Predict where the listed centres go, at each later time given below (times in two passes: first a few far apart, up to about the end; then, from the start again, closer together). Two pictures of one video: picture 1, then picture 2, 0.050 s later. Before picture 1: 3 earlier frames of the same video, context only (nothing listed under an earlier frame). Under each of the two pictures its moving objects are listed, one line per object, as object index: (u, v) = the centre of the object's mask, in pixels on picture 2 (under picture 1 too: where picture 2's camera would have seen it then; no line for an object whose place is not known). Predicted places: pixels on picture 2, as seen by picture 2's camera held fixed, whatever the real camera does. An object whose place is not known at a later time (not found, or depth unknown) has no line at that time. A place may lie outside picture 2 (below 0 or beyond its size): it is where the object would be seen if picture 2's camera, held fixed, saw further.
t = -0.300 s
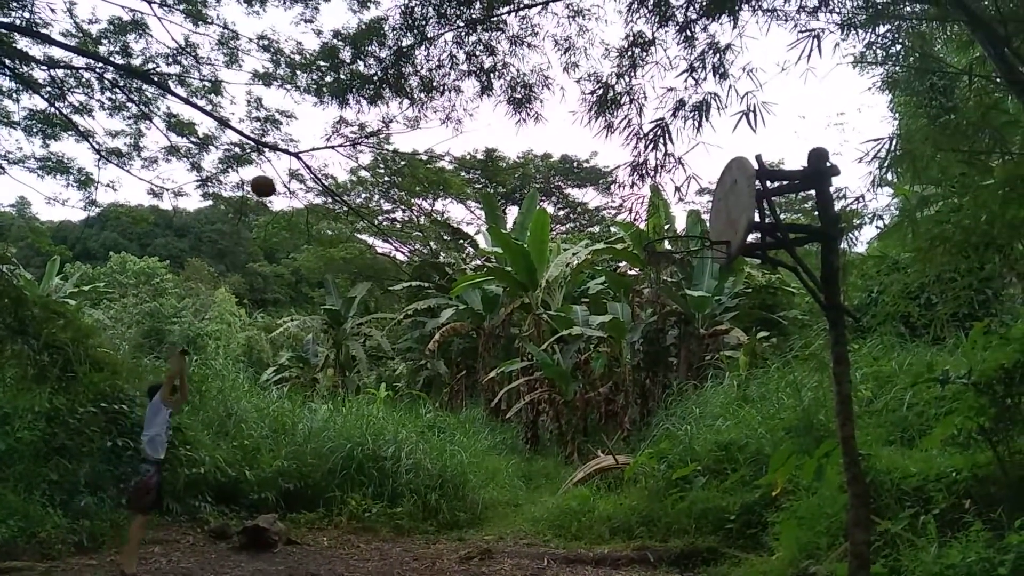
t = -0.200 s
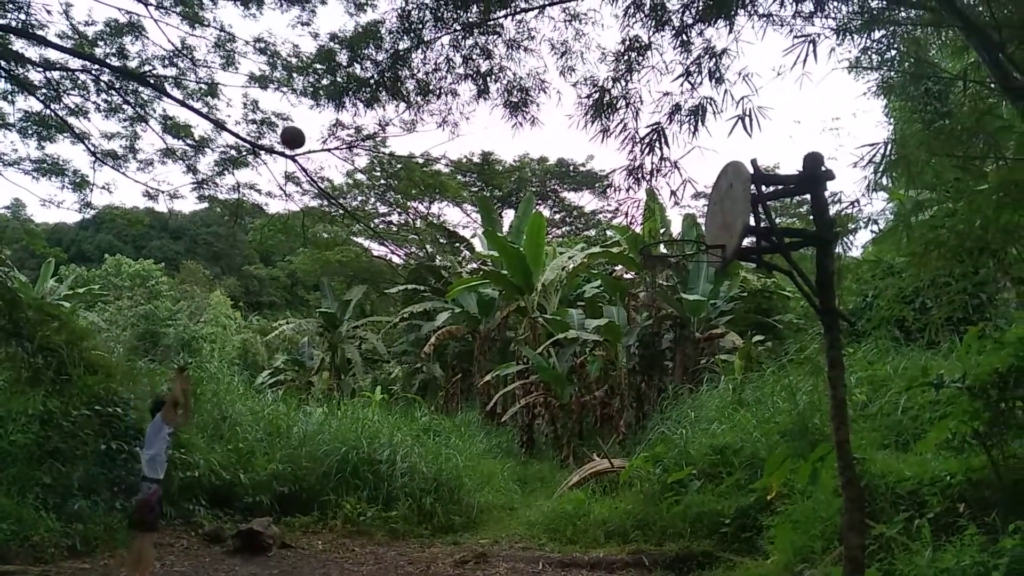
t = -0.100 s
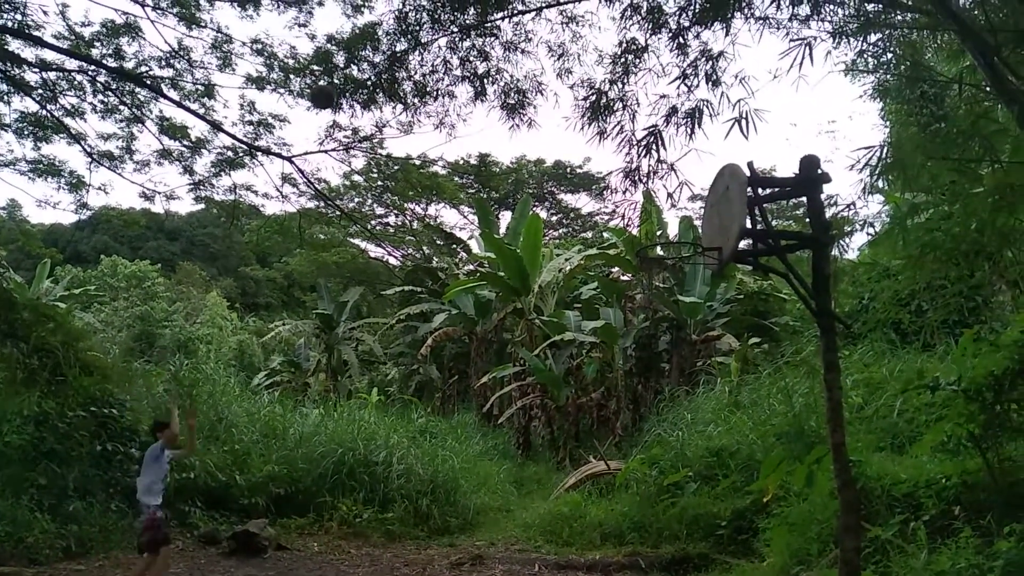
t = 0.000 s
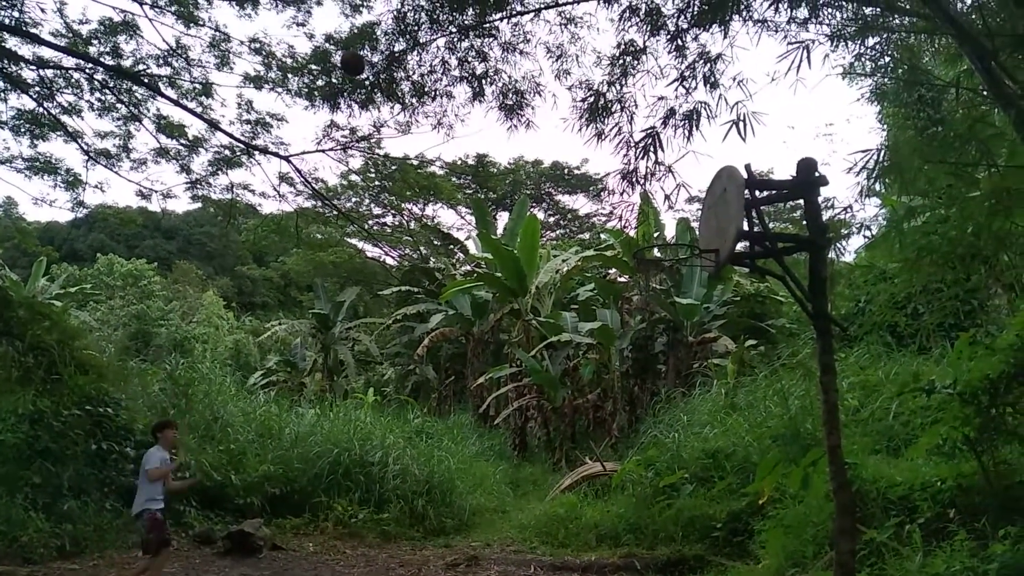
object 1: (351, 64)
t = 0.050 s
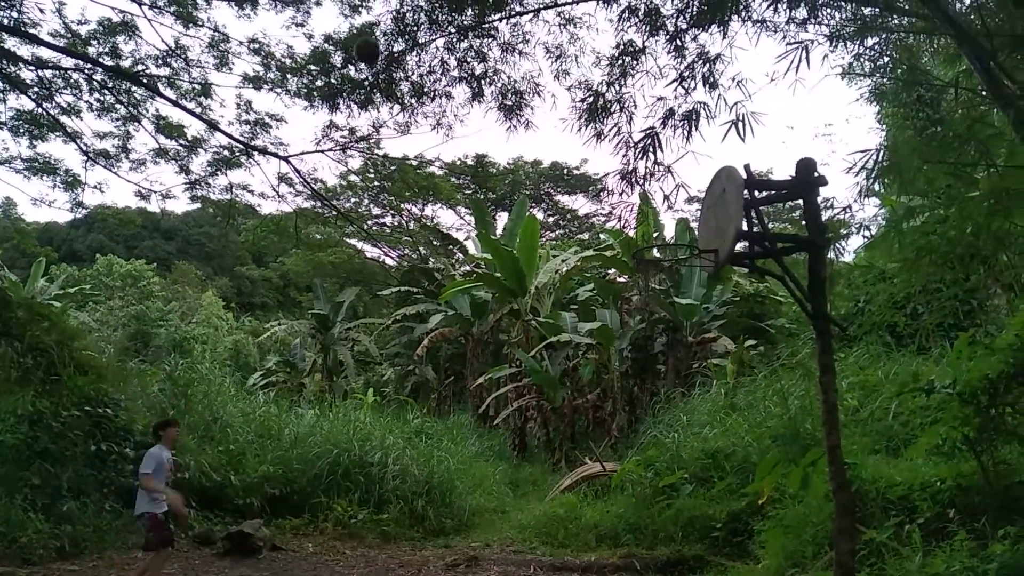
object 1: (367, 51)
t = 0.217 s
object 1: (418, 24)
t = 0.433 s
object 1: (486, 29)
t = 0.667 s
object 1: (563, 92)
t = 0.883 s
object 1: (641, 219)
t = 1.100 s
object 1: (735, 439)
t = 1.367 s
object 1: (817, 574)
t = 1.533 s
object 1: (812, 445)
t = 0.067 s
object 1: (372, 46)
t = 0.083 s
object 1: (378, 43)
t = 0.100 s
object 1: (382, 40)
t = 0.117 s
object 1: (388, 36)
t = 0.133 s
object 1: (393, 34)
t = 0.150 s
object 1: (399, 31)
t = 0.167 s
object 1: (403, 29)
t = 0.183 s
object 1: (408, 27)
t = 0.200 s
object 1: (414, 25)
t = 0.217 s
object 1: (418, 24)
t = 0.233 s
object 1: (424, 22)
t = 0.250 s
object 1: (429, 21)
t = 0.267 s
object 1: (434, 20)
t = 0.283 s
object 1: (439, 20)
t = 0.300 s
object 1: (444, 20)
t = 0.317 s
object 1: (450, 20)
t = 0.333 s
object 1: (455, 21)
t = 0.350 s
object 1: (460, 21)
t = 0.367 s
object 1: (465, 23)
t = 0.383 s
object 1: (470, 23)
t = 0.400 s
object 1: (476, 25)
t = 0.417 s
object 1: (481, 27)
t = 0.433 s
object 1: (486, 29)
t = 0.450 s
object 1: (491, 31)
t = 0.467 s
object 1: (497, 34)
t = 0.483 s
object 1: (502, 37)
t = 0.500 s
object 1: (508, 40)
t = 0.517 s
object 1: (513, 44)
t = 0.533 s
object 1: (519, 48)
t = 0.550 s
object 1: (524, 52)
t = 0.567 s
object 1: (529, 57)
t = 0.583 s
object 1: (535, 62)
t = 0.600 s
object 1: (541, 67)
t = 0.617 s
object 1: (546, 72)
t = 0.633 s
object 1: (552, 79)
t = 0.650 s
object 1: (558, 85)
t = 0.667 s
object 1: (563, 92)
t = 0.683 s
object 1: (568, 99)
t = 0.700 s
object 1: (574, 106)
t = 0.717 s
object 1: (580, 115)
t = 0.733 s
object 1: (586, 123)
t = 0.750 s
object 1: (592, 131)
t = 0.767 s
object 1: (598, 141)
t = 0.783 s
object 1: (604, 150)
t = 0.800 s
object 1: (610, 161)
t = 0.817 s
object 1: (617, 172)
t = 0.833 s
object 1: (622, 183)
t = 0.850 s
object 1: (628, 194)
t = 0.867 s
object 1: (635, 207)
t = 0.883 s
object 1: (641, 219)
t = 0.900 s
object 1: (648, 232)
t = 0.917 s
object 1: (654, 246)
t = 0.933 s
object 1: (661, 260)
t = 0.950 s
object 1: (668, 275)
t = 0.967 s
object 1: (674, 289)
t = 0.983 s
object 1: (682, 306)
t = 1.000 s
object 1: (689, 322)
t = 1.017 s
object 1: (697, 340)
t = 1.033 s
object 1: (703, 356)
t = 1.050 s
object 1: (711, 376)
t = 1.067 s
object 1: (720, 396)
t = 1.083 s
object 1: (727, 417)
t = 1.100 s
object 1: (735, 439)
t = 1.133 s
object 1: (751, 482)
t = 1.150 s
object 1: (760, 506)
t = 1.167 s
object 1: (769, 531)
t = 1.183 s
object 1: (778, 556)
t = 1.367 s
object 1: (817, 574)
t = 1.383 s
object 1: (816, 566)
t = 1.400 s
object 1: (815, 550)
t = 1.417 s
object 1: (815, 534)
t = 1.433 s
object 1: (814, 519)
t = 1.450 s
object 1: (815, 506)
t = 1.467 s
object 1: (815, 493)
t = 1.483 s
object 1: (815, 482)
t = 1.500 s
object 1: (815, 469)
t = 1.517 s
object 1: (813, 456)
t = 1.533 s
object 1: (812, 445)
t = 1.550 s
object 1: (812, 433)
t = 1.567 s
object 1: (811, 422)
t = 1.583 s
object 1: (811, 410)
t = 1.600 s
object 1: (809, 400)
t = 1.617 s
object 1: (810, 391)
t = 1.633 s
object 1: (810, 382)
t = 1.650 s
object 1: (809, 374)
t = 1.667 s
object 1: (808, 367)
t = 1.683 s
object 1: (809, 358)
